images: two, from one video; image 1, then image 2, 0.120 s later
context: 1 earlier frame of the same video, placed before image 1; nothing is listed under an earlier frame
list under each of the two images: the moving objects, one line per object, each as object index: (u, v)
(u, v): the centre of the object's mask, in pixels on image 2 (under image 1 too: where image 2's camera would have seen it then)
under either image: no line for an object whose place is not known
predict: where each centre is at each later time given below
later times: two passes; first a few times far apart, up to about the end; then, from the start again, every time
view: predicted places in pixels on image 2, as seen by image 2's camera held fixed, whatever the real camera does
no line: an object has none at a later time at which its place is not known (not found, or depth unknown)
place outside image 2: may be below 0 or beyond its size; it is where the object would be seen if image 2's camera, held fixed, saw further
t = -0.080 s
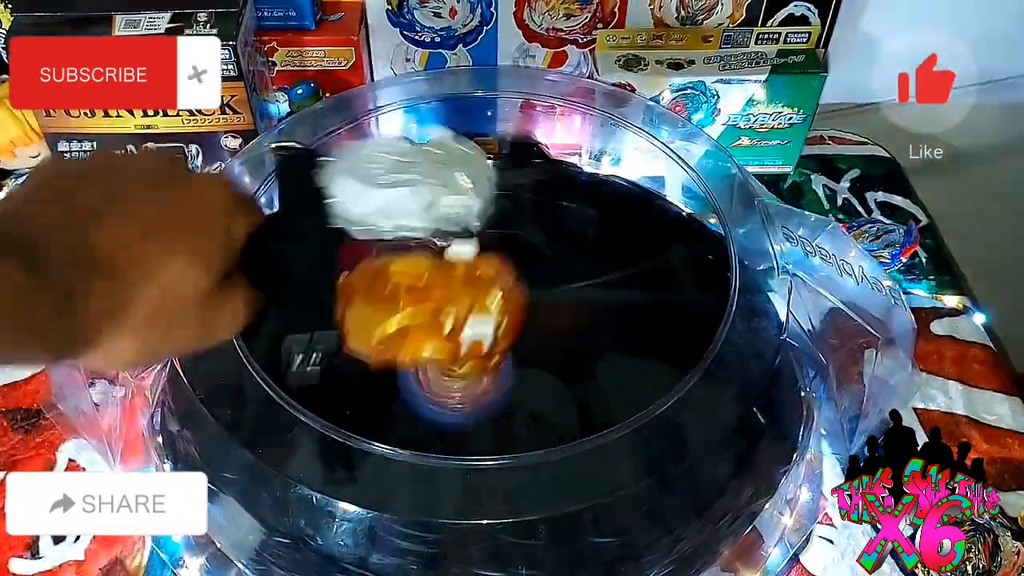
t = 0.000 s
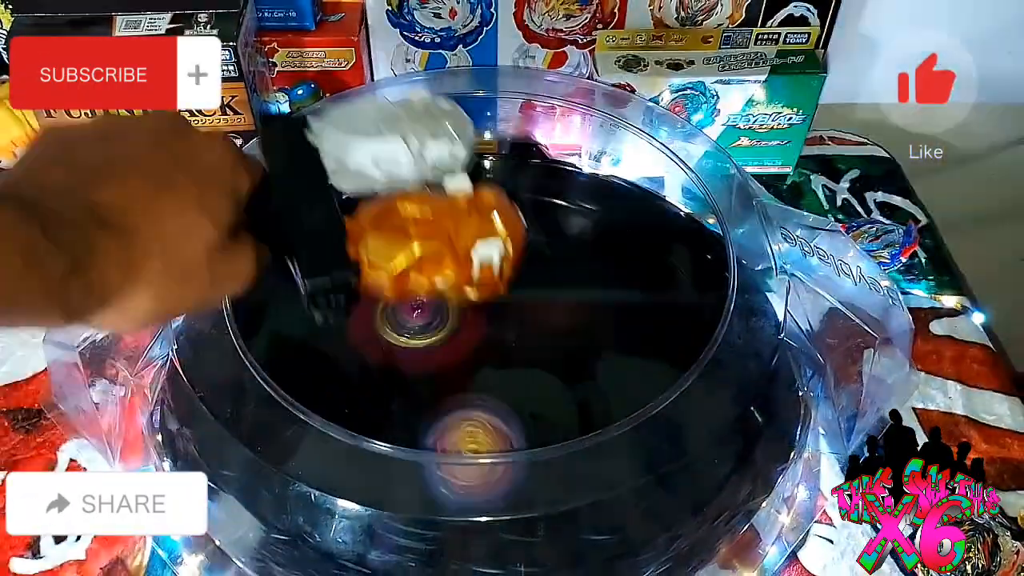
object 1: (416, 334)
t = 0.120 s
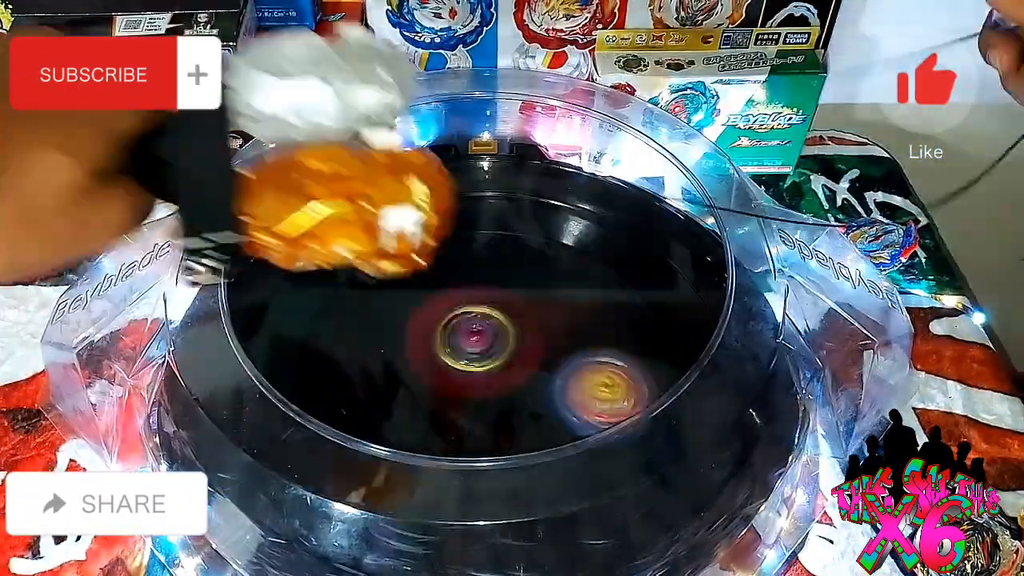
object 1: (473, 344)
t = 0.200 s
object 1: (497, 356)
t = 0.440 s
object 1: (508, 373)
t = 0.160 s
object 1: (487, 346)
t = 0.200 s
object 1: (497, 356)
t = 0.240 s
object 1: (504, 357)
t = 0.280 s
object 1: (514, 369)
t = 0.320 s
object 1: (514, 373)
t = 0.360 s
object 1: (514, 375)
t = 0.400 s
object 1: (513, 375)
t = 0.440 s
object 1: (508, 373)
